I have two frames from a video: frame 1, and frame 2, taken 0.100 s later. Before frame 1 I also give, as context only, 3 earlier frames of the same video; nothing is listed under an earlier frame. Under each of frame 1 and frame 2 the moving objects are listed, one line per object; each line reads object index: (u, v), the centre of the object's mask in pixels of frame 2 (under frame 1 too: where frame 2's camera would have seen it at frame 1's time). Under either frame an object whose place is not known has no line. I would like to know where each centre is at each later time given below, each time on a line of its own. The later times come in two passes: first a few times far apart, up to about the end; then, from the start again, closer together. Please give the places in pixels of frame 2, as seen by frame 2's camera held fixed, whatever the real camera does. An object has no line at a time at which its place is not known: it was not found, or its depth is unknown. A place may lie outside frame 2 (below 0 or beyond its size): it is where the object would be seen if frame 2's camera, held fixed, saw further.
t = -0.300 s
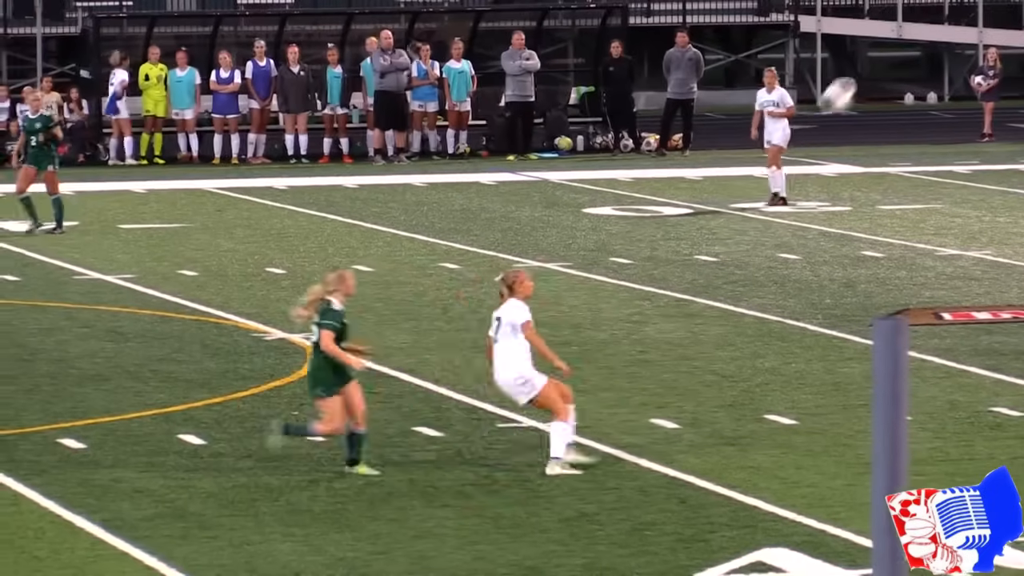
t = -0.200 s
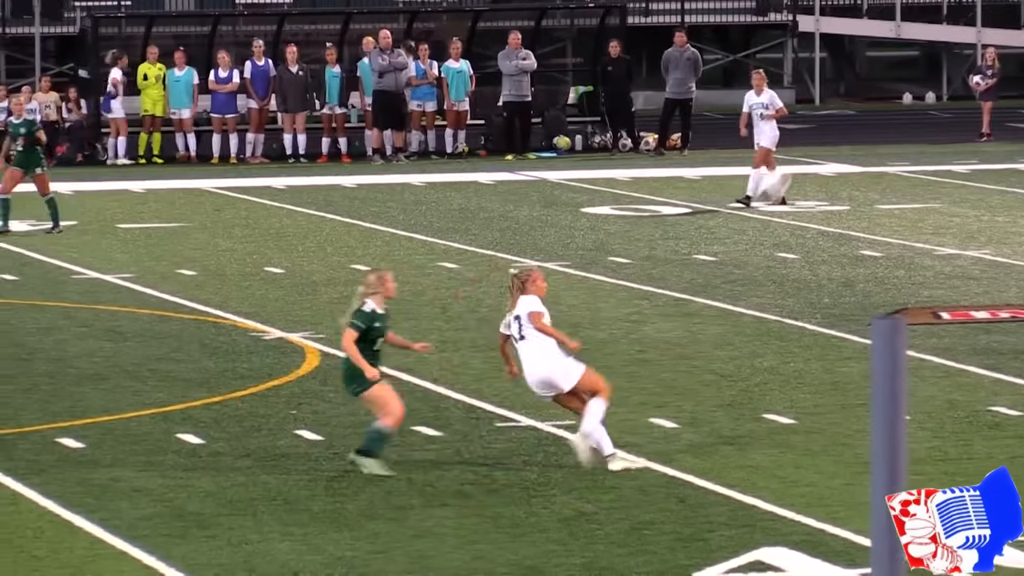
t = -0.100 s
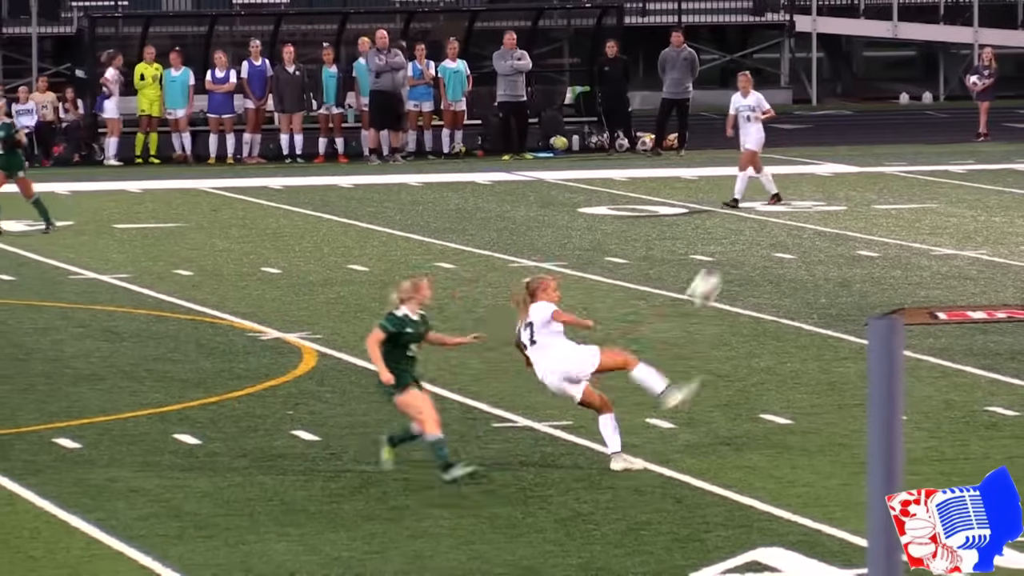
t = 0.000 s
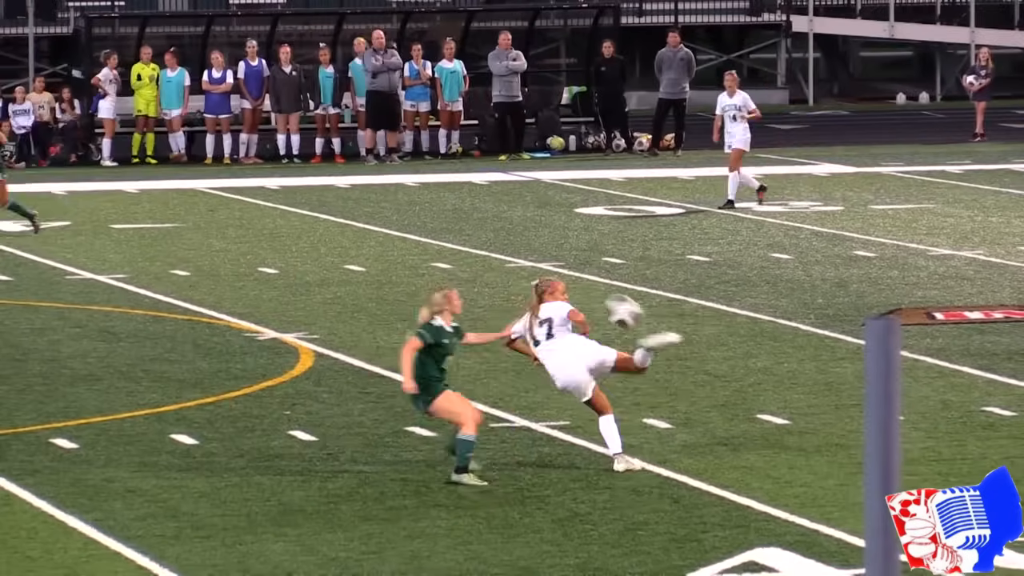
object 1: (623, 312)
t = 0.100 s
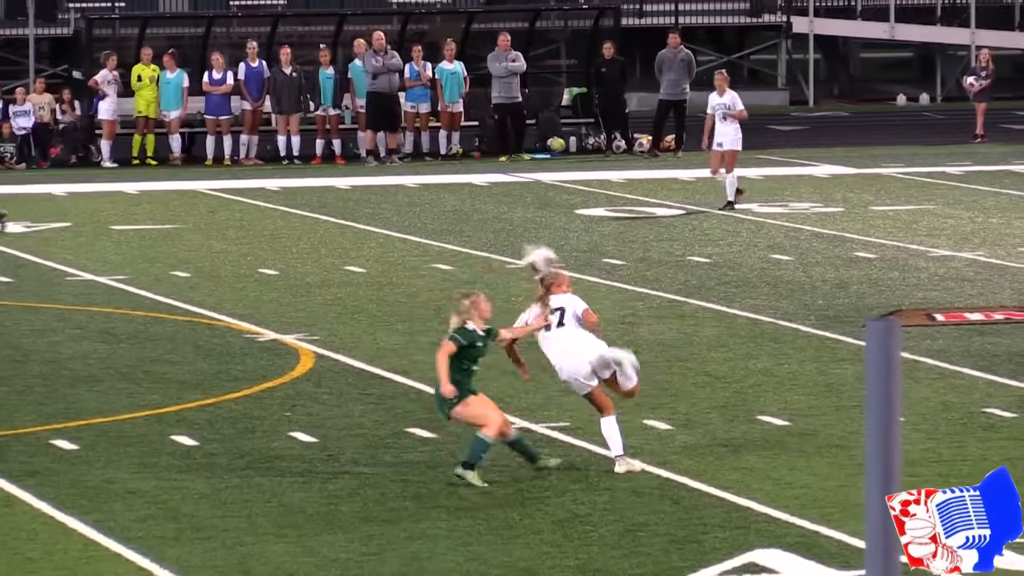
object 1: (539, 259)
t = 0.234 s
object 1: (421, 210)
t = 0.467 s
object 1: (214, 192)
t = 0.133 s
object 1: (510, 244)
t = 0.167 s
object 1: (479, 232)
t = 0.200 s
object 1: (452, 220)
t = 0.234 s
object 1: (421, 210)
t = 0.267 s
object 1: (392, 203)
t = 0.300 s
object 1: (362, 197)
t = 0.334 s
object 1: (332, 192)
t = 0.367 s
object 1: (303, 190)
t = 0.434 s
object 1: (245, 189)
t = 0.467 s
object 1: (214, 192)
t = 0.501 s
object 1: (185, 196)
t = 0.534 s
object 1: (155, 202)
